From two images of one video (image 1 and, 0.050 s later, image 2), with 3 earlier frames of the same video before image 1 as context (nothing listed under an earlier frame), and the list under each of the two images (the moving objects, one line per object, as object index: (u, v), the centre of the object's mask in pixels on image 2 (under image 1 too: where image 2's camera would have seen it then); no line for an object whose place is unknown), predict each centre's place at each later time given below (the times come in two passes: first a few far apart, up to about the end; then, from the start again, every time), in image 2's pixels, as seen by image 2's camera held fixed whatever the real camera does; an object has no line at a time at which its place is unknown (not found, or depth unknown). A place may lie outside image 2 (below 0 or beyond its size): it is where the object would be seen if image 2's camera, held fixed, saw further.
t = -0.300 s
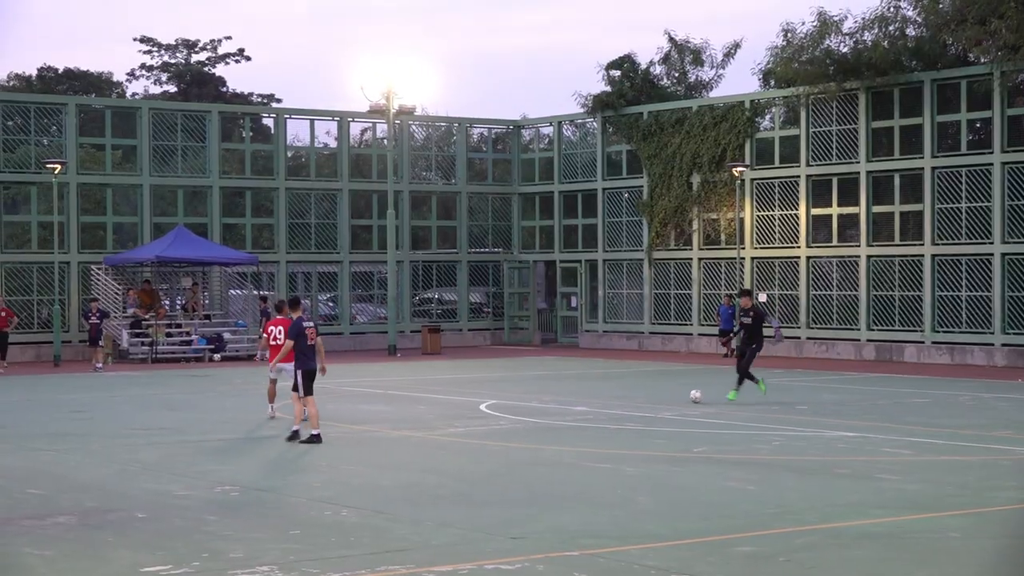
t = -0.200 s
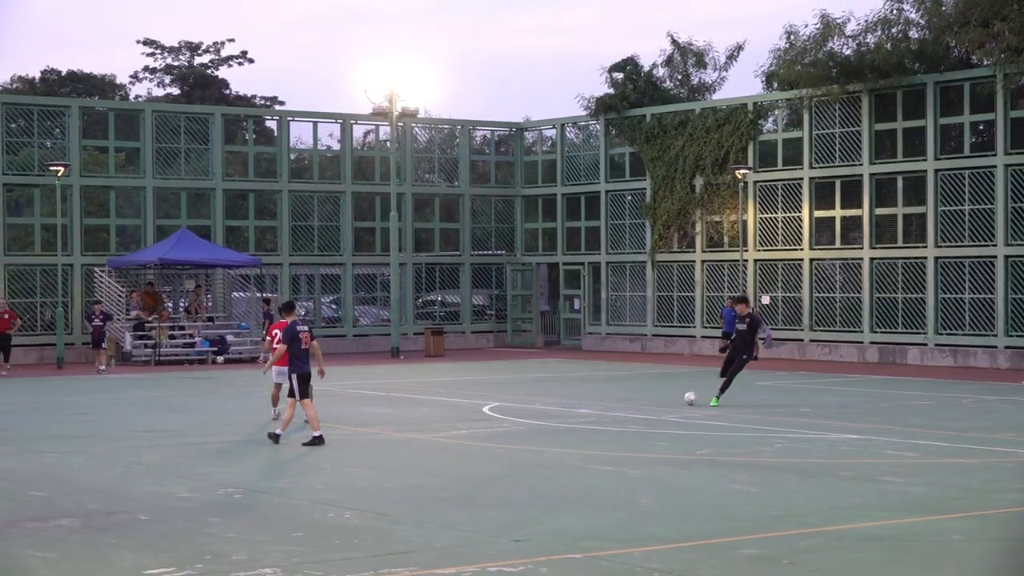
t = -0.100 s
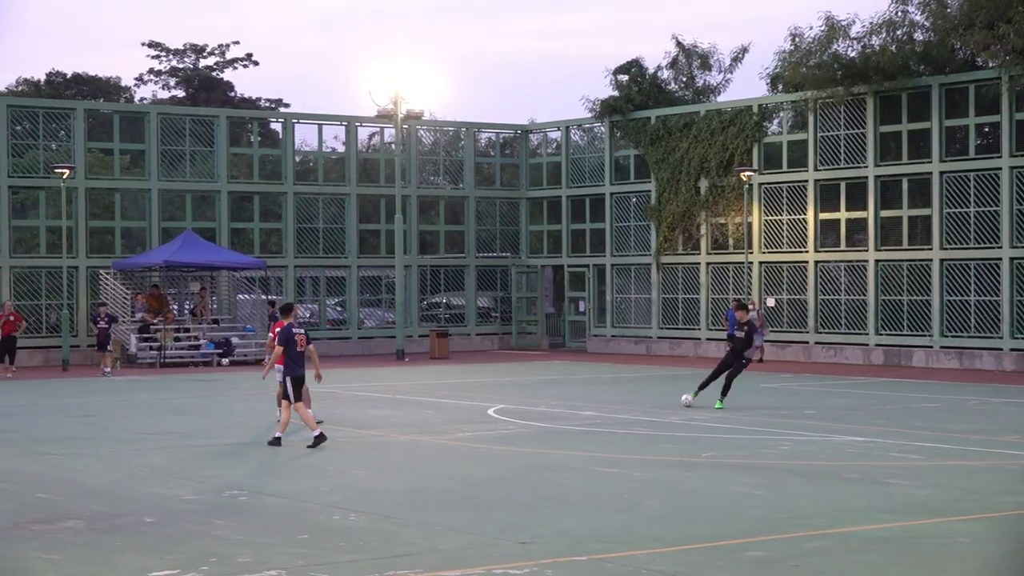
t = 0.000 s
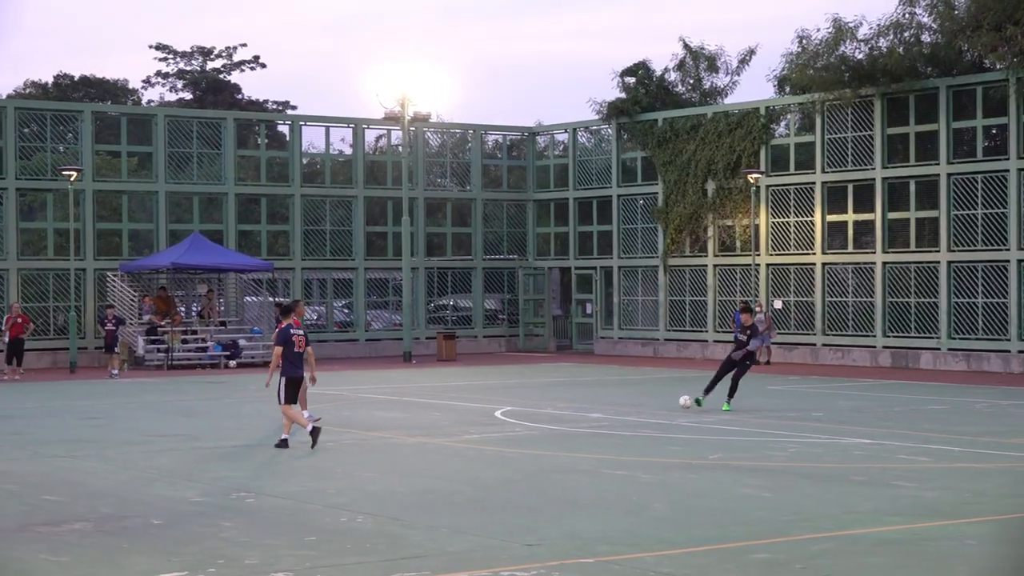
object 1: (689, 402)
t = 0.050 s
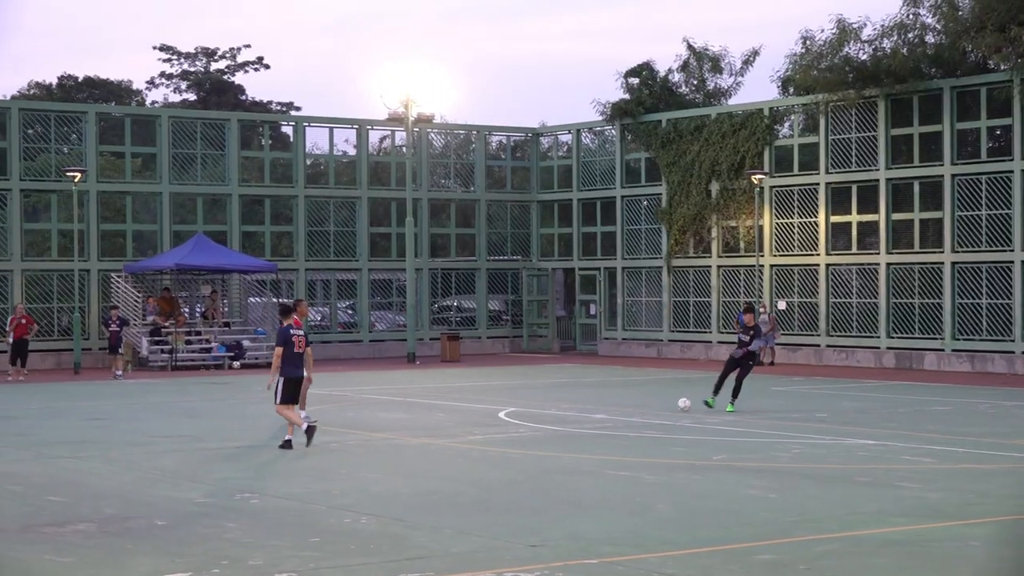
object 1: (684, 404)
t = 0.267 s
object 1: (663, 420)
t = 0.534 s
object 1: (639, 436)
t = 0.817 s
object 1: (616, 454)
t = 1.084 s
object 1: (590, 465)
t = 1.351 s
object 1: (563, 477)
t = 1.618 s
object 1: (532, 492)
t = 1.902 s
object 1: (498, 516)
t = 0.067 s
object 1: (682, 405)
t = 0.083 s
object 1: (681, 406)
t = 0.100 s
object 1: (679, 407)
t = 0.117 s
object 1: (678, 409)
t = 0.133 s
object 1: (676, 410)
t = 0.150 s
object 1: (674, 412)
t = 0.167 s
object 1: (672, 415)
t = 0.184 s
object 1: (671, 416)
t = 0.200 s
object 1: (670, 418)
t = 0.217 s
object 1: (668, 421)
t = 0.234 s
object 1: (666, 421)
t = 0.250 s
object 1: (665, 420)
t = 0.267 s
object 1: (663, 420)
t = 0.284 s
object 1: (662, 420)
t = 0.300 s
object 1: (660, 421)
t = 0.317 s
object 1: (659, 421)
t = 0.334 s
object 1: (658, 421)
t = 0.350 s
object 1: (656, 423)
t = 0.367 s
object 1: (655, 424)
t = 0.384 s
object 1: (653, 426)
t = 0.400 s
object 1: (652, 427)
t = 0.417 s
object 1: (651, 429)
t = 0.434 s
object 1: (649, 431)
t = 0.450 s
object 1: (646, 434)
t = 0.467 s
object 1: (646, 435)
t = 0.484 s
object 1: (644, 435)
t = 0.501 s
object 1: (642, 435)
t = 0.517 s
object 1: (641, 435)
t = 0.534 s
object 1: (639, 436)
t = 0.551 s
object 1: (638, 436)
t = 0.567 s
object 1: (637, 437)
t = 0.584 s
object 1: (635, 438)
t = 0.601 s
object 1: (634, 440)
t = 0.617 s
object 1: (633, 441)
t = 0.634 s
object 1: (631, 443)
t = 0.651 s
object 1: (629, 446)
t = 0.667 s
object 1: (628, 447)
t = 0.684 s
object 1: (627, 447)
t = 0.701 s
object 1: (626, 447)
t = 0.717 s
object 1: (624, 447)
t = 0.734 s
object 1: (623, 447)
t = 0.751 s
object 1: (621, 448)
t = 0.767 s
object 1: (620, 449)
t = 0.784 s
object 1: (619, 450)
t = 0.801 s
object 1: (617, 452)
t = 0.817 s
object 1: (616, 454)
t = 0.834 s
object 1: (614, 456)
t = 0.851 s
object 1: (613, 455)
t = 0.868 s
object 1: (611, 455)
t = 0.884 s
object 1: (609, 454)
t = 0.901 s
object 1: (608, 455)
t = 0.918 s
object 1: (607, 455)
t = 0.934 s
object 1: (605, 456)
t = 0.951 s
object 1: (603, 457)
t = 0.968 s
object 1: (602, 458)
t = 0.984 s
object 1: (600, 460)
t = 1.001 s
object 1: (599, 461)
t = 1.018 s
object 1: (597, 463)
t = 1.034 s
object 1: (595, 466)
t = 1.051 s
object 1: (593, 466)
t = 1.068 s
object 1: (592, 466)
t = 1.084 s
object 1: (590, 465)
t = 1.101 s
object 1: (588, 464)
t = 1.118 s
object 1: (587, 465)
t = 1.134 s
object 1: (585, 465)
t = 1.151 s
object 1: (584, 466)
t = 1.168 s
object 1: (582, 467)
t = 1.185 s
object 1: (580, 468)
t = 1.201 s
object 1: (579, 470)
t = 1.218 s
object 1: (577, 471)
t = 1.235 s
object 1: (576, 473)
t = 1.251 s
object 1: (573, 475)
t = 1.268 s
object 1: (571, 478)
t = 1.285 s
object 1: (570, 479)
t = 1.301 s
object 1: (568, 478)
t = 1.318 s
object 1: (566, 477)
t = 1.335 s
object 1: (565, 477)
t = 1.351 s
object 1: (563, 477)
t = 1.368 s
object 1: (561, 477)
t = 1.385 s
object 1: (559, 478)
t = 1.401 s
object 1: (557, 478)
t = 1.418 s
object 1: (555, 479)
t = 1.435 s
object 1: (554, 481)
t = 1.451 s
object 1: (552, 483)
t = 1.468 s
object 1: (550, 485)
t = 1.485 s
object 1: (548, 487)
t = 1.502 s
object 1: (546, 490)
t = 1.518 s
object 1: (544, 494)
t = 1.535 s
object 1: (542, 495)
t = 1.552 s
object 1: (540, 494)
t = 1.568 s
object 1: (539, 493)
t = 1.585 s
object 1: (537, 492)
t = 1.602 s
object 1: (535, 491)
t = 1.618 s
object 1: (532, 492)
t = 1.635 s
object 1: (531, 492)
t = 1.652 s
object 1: (528, 493)
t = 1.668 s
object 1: (527, 494)
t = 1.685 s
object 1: (525, 495)
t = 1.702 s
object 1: (523, 497)
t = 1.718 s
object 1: (521, 498)
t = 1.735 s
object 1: (518, 501)
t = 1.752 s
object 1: (516, 503)
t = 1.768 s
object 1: (514, 507)
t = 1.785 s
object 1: (513, 510)
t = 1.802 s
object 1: (511, 514)
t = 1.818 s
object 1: (509, 515)
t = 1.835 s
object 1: (506, 514)
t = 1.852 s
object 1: (504, 513)
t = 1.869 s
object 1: (502, 513)
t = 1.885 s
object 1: (500, 514)
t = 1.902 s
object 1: (498, 516)
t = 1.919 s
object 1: (495, 518)
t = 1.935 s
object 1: (494, 519)
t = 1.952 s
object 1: (491, 521)
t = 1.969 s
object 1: (489, 523)
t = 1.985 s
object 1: (487, 525)
